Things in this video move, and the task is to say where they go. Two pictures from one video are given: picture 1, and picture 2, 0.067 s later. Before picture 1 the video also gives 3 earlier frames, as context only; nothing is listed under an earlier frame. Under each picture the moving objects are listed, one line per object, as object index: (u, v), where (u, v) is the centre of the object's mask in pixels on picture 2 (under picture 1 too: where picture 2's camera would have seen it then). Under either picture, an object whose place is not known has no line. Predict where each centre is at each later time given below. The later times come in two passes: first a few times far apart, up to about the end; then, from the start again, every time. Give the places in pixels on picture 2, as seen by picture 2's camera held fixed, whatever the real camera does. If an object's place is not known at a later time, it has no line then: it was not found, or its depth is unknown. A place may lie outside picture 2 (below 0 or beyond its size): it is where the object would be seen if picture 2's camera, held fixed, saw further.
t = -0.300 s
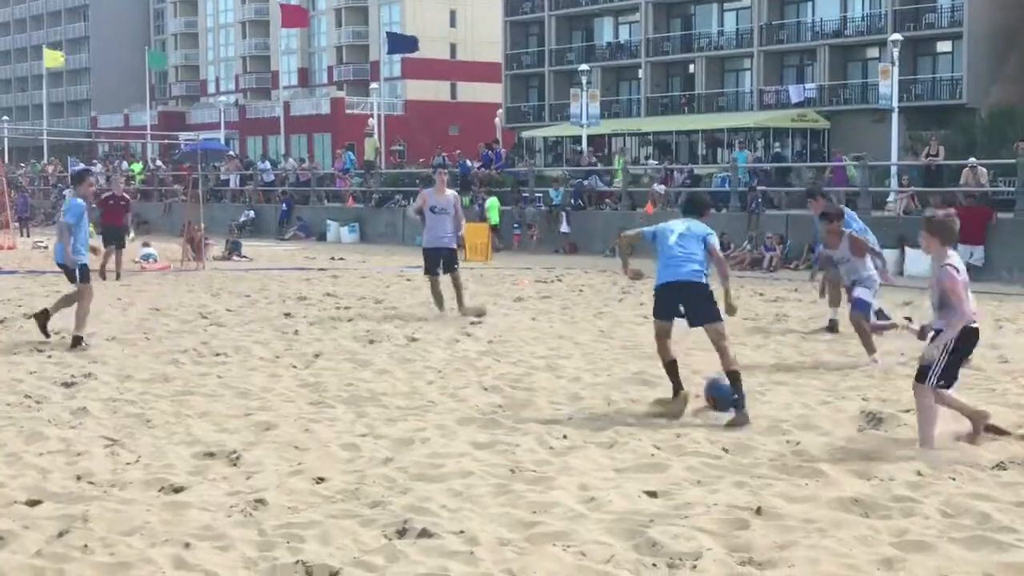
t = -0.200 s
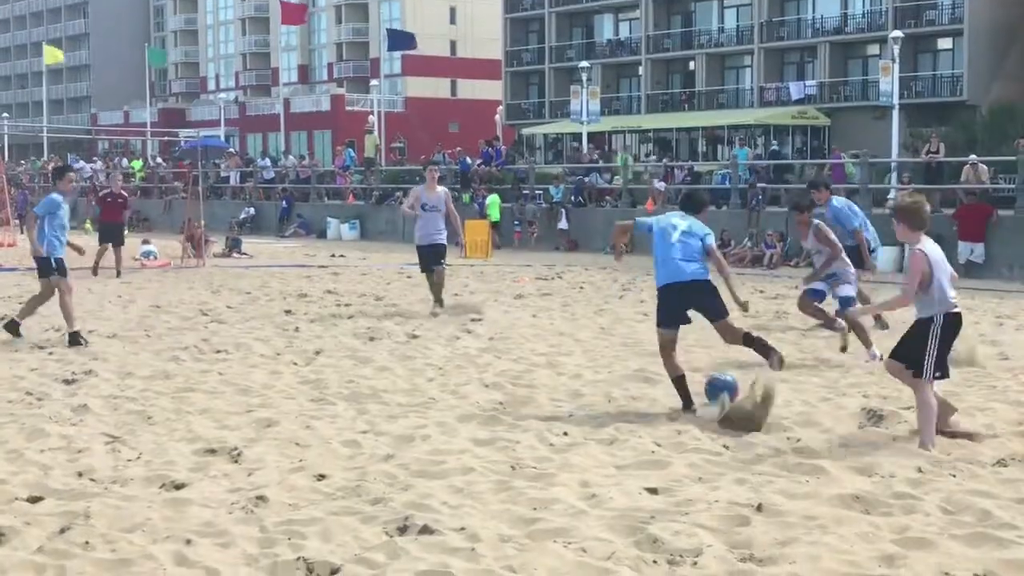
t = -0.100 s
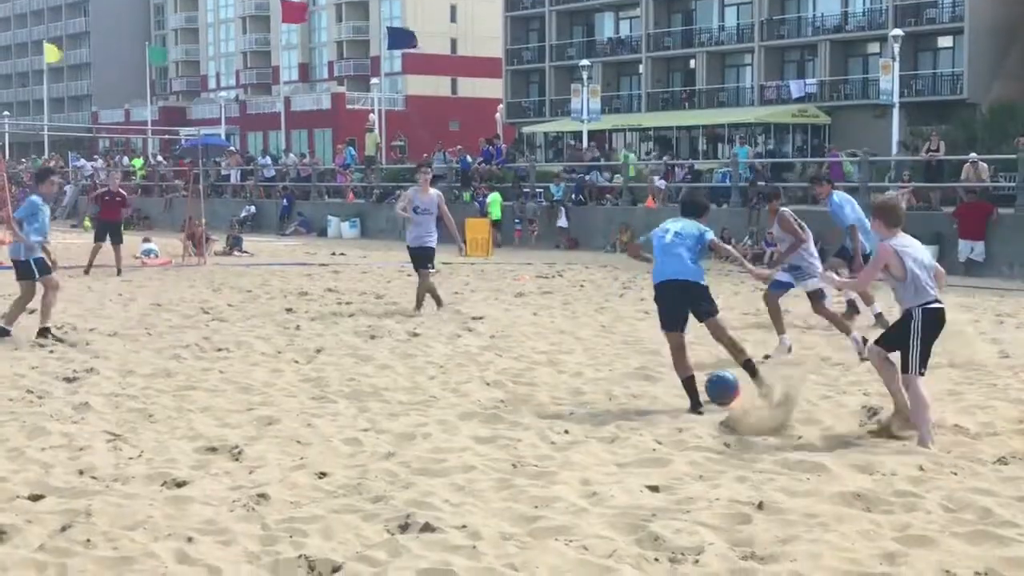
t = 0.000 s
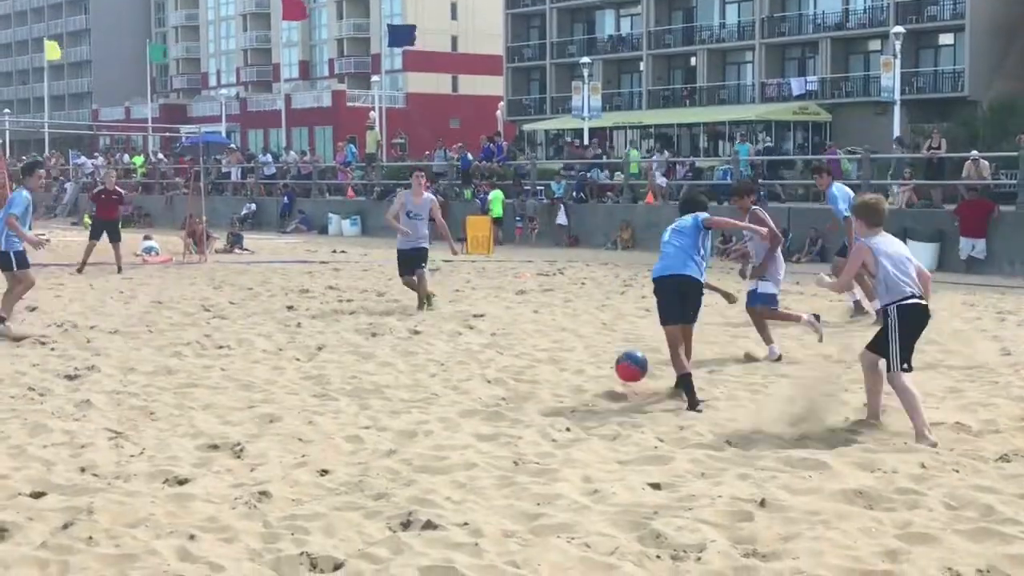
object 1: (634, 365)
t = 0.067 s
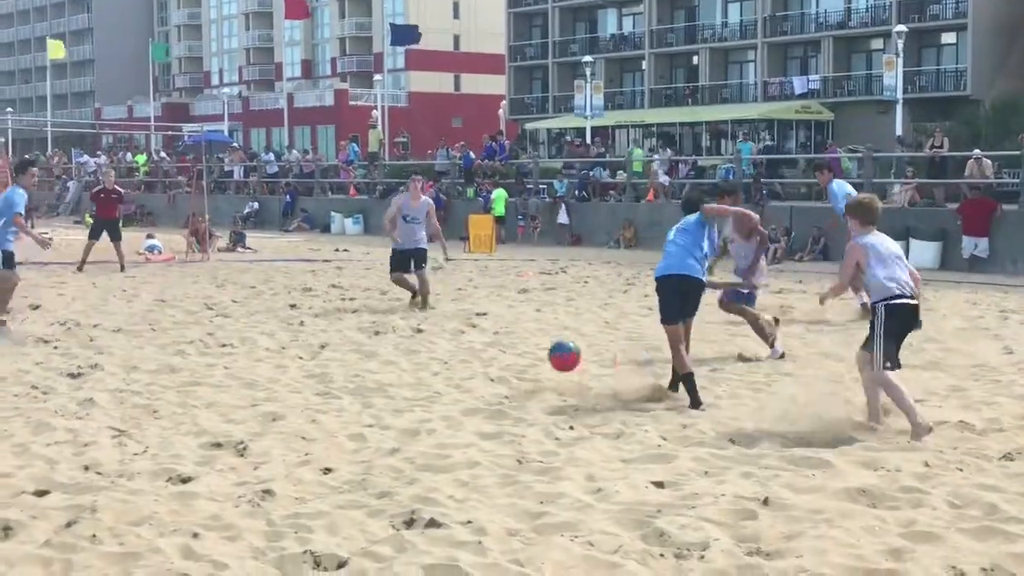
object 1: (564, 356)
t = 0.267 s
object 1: (379, 361)
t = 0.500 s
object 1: (260, 354)
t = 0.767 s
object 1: (171, 353)
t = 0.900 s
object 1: (141, 350)
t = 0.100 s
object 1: (531, 355)
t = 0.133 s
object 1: (496, 355)
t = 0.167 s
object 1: (463, 356)
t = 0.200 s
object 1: (431, 360)
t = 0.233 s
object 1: (399, 365)
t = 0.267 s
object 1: (379, 361)
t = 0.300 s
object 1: (361, 355)
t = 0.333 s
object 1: (344, 351)
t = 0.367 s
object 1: (327, 348)
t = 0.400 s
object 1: (310, 348)
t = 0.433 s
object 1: (294, 348)
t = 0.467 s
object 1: (277, 350)
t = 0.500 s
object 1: (260, 354)
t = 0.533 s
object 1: (245, 356)
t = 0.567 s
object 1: (231, 357)
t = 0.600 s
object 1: (220, 355)
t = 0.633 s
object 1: (209, 353)
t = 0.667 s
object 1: (199, 351)
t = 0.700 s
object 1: (189, 351)
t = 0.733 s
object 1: (179, 352)
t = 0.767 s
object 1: (171, 353)
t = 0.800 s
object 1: (160, 355)
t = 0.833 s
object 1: (154, 353)
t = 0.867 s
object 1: (147, 351)
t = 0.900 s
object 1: (141, 350)
